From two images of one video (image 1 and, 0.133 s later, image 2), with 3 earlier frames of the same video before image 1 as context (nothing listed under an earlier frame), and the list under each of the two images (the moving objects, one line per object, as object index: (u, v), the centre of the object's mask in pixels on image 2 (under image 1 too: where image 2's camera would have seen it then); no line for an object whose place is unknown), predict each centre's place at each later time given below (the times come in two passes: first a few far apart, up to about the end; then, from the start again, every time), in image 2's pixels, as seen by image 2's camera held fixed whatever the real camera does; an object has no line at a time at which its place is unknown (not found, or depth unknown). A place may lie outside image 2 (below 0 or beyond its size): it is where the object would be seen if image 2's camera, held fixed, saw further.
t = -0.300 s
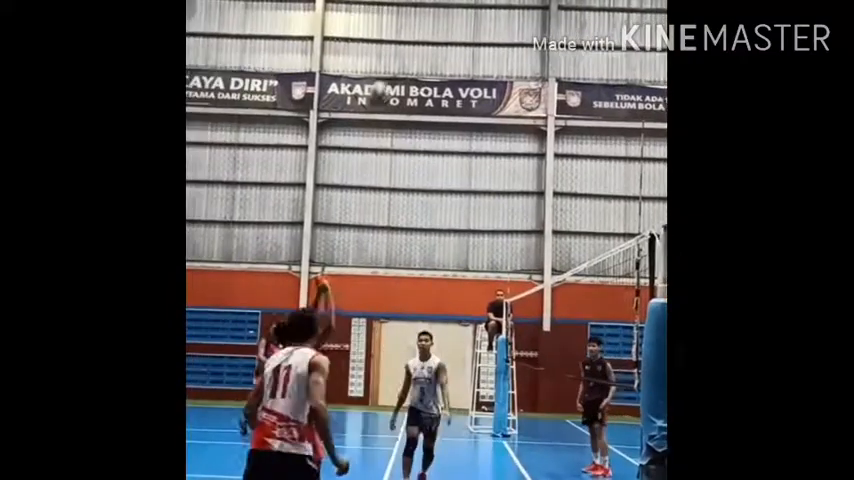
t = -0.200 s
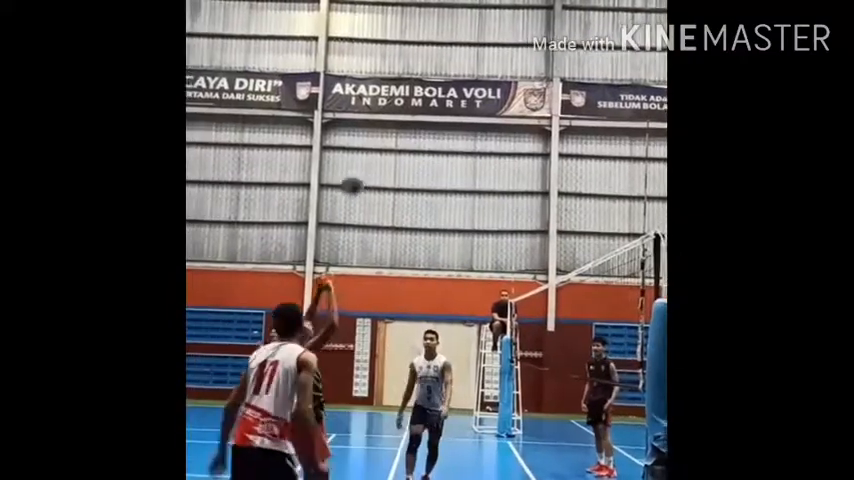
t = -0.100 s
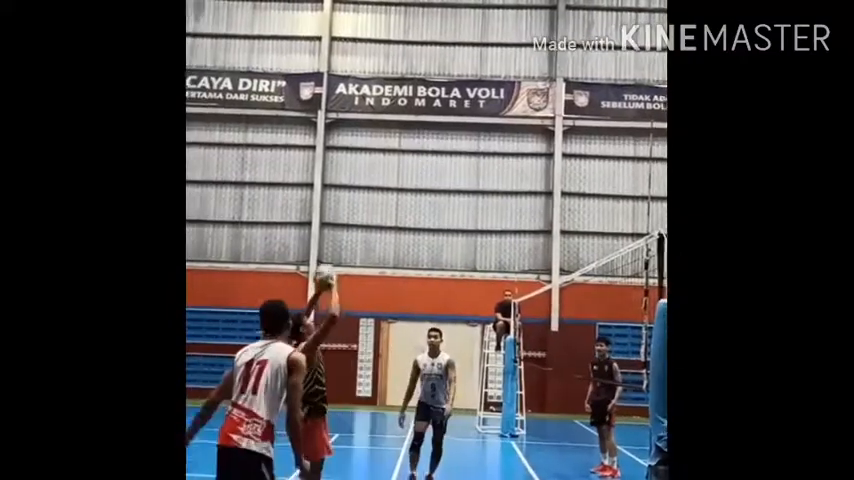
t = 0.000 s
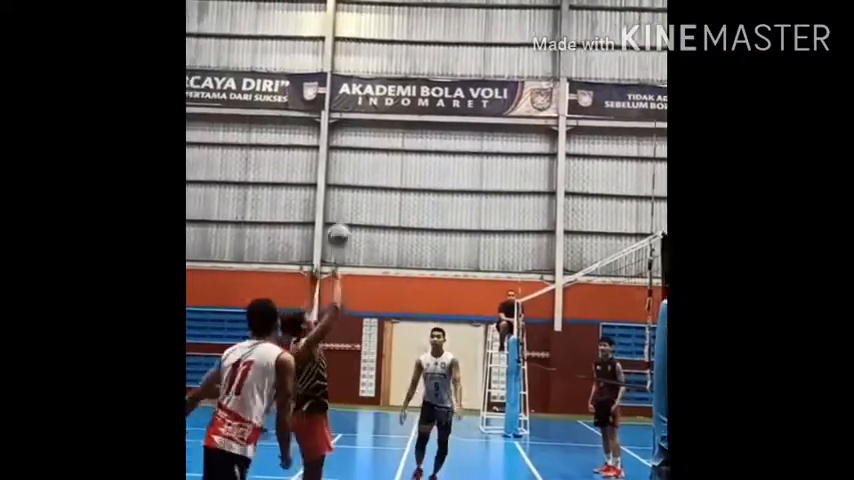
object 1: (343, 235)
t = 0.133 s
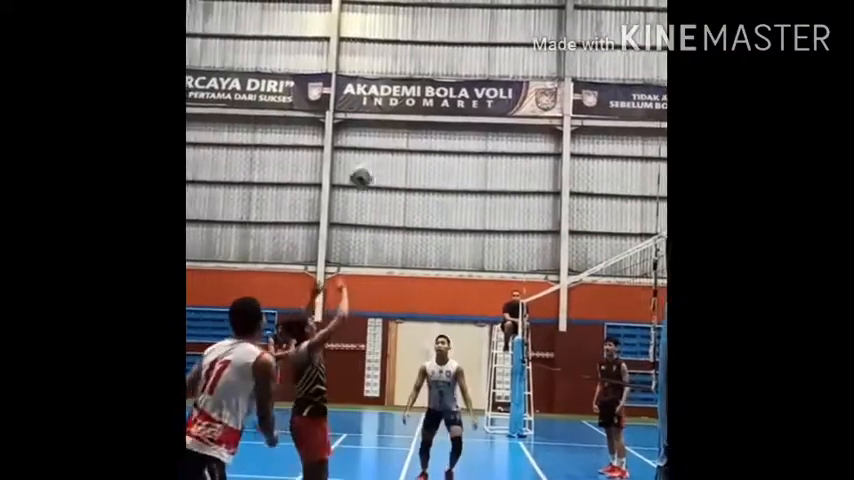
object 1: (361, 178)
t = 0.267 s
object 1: (375, 139)
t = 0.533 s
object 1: (400, 124)
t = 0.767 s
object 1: (416, 164)
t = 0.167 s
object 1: (364, 167)
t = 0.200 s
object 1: (368, 156)
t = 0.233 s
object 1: (371, 148)
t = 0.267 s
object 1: (375, 139)
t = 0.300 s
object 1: (378, 133)
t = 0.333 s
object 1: (382, 128)
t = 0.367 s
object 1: (385, 127)
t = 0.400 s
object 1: (388, 123)
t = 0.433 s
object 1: (391, 121)
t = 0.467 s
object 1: (394, 121)
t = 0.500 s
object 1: (397, 122)
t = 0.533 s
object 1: (400, 124)
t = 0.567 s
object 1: (402, 127)
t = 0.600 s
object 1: (405, 130)
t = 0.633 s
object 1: (408, 135)
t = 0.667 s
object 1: (411, 140)
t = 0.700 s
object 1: (411, 148)
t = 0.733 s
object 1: (414, 156)
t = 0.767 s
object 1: (416, 164)
